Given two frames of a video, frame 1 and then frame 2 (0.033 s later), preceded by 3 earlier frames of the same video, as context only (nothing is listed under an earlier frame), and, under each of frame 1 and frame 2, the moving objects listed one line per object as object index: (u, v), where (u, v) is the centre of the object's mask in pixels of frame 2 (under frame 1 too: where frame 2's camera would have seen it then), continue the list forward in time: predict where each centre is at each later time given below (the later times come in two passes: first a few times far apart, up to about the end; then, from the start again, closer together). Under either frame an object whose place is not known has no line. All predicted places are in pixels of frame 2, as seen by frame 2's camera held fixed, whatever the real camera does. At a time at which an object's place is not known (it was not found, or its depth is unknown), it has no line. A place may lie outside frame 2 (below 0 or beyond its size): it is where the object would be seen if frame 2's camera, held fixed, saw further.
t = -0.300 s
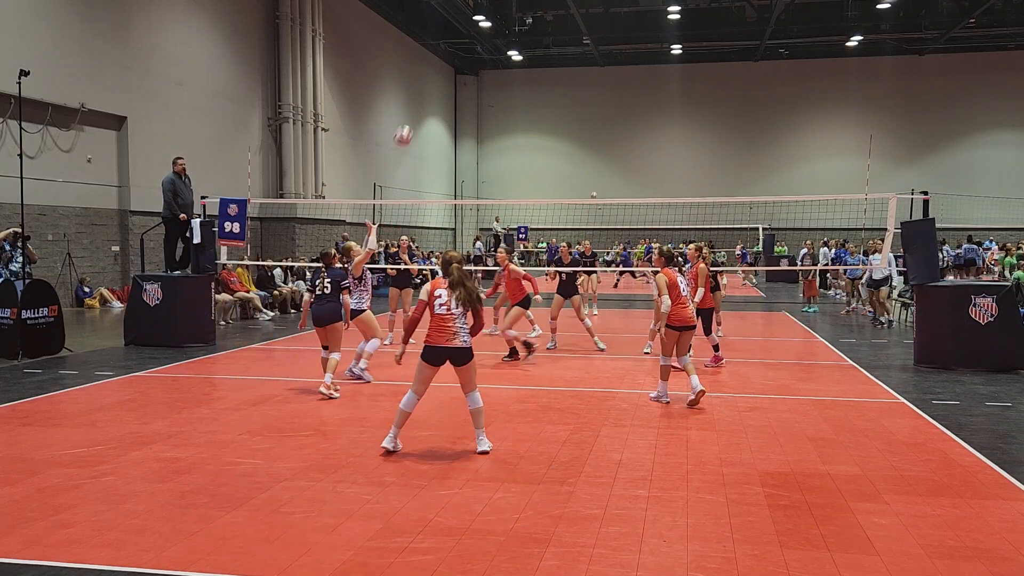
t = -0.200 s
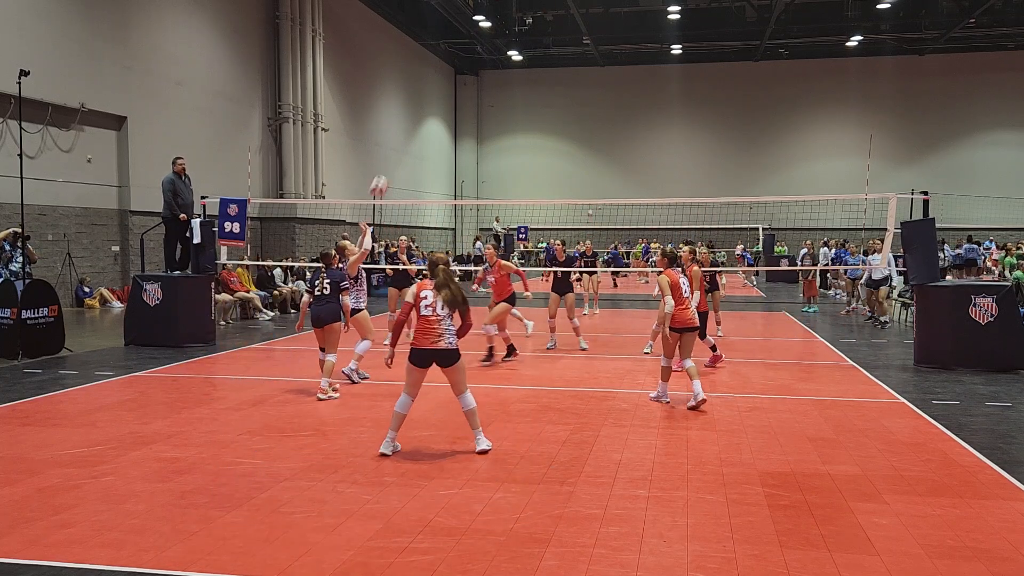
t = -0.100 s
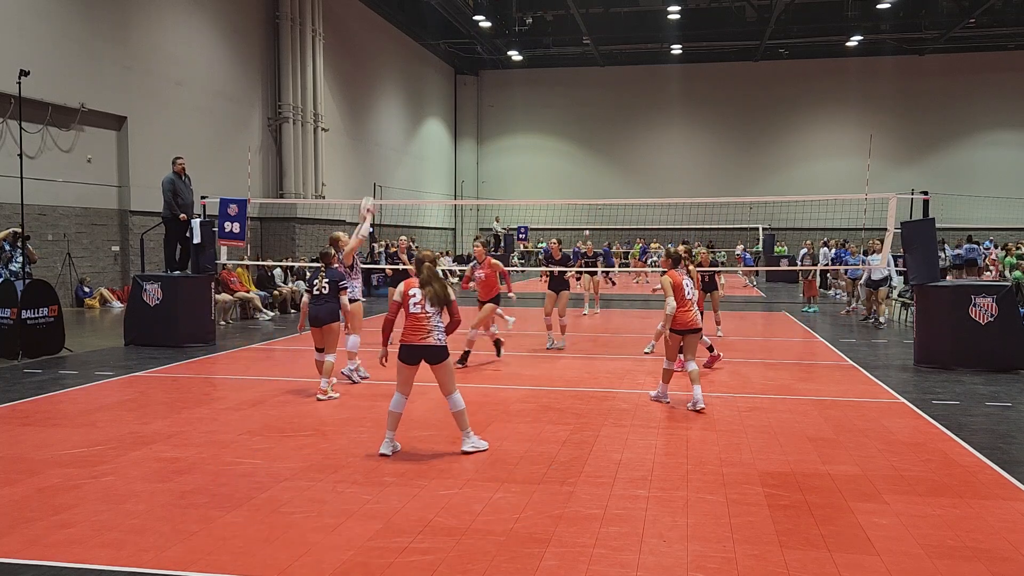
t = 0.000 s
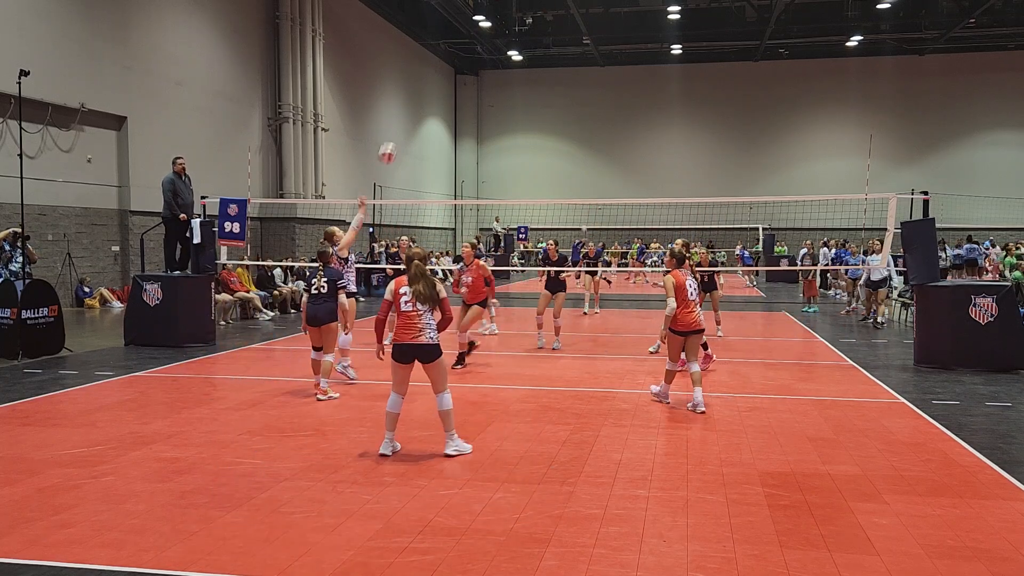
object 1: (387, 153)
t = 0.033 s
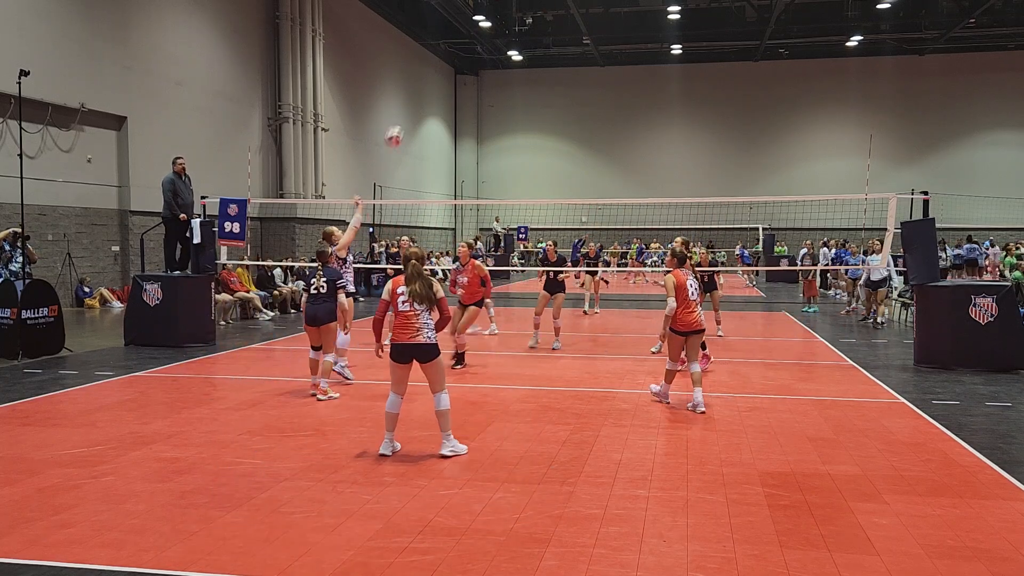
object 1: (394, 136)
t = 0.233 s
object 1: (433, 57)
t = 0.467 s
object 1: (479, 8)
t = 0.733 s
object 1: (528, 8)
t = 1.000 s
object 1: (573, 64)
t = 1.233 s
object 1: (611, 155)
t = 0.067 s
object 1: (401, 120)
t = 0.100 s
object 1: (407, 106)
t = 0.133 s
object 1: (414, 92)
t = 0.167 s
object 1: (420, 80)
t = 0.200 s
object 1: (427, 68)
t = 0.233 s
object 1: (433, 57)
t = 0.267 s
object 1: (439, 47)
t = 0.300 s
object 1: (446, 39)
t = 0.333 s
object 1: (453, 31)
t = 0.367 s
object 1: (459, 24)
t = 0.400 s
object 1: (466, 18)
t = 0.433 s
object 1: (472, 12)
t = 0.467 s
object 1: (479, 8)
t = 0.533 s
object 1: (491, 6)
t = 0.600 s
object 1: (503, 5)
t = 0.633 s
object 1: (510, 5)
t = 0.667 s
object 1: (516, 5)
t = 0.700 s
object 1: (522, 7)
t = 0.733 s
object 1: (528, 8)
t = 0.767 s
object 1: (533, 12)
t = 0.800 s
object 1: (539, 17)
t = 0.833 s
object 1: (545, 23)
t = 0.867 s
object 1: (551, 29)
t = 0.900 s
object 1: (557, 37)
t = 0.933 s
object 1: (562, 45)
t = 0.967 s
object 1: (568, 54)
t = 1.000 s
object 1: (573, 64)
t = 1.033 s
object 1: (579, 75)
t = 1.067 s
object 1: (584, 87)
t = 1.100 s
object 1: (590, 99)
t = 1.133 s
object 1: (595, 112)
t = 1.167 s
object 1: (601, 126)
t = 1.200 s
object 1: (606, 140)
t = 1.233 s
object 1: (611, 155)
